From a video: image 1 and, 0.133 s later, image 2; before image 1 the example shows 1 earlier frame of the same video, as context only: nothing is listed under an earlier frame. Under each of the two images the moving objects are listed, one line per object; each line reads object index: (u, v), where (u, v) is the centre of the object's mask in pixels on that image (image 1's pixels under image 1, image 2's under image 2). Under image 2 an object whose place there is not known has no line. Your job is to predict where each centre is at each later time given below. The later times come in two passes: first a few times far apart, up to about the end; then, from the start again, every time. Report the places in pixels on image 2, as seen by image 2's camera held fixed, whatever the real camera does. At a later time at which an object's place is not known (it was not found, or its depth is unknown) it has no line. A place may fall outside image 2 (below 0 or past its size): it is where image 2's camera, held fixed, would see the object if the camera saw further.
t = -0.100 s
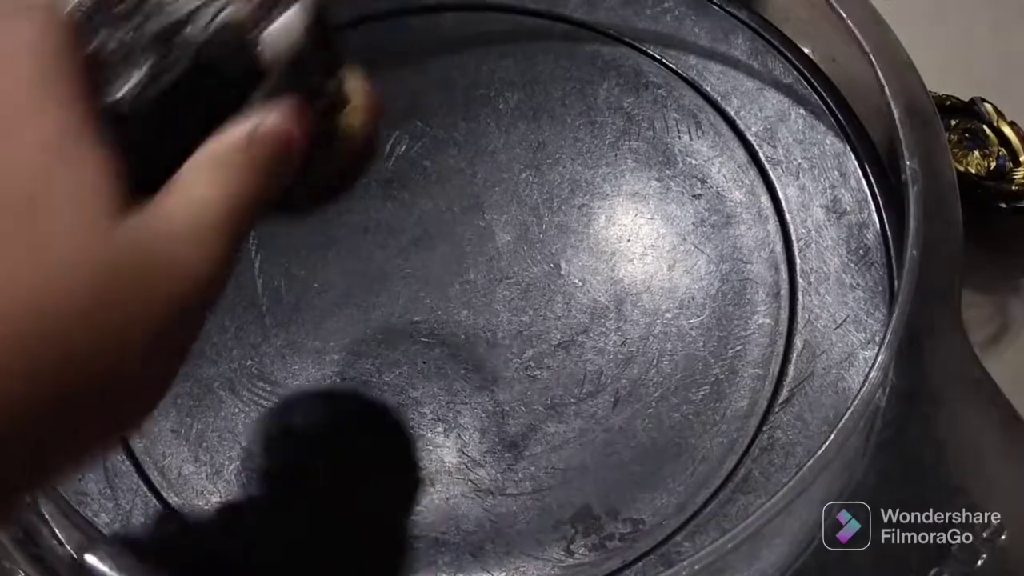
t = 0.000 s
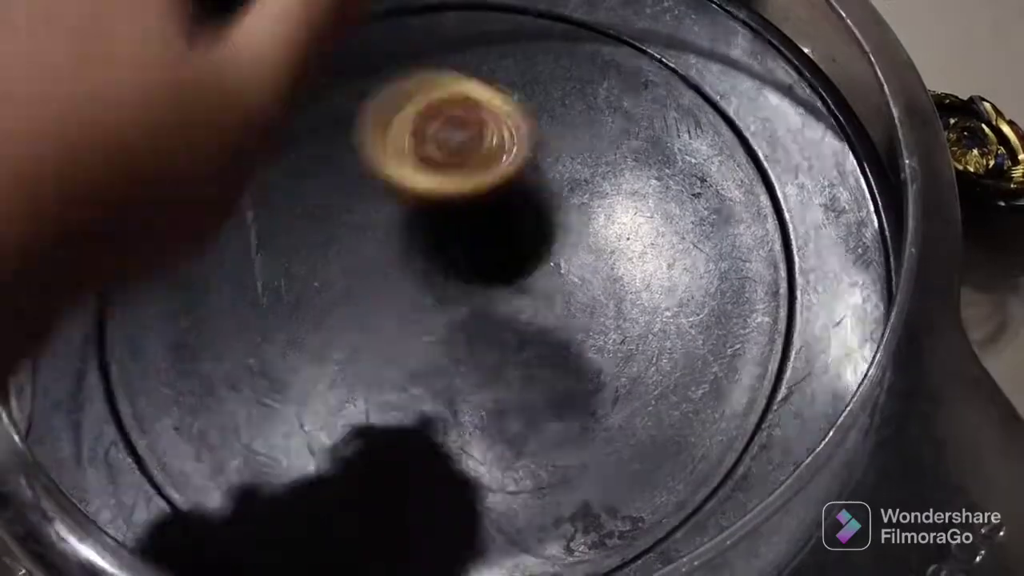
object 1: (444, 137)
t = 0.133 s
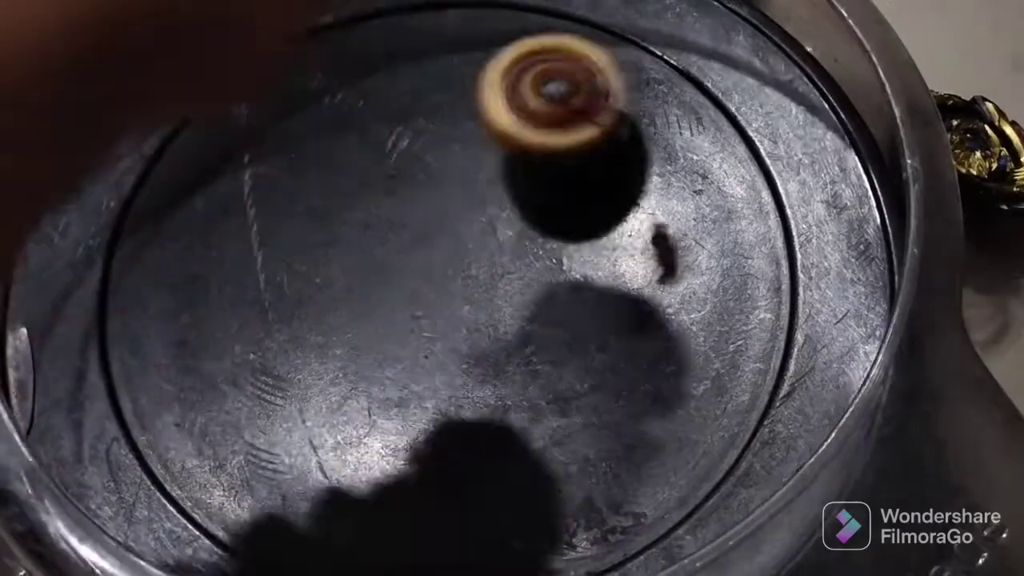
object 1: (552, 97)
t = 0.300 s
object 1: (517, 139)
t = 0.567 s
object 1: (349, 287)
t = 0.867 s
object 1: (532, 262)
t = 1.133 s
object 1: (441, 143)
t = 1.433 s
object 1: (424, 385)
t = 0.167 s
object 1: (562, 98)
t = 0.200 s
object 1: (564, 103)
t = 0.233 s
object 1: (556, 113)
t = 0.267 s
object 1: (541, 124)
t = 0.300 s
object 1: (517, 139)
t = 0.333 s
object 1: (488, 158)
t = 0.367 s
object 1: (455, 176)
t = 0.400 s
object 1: (423, 194)
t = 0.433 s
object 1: (396, 211)
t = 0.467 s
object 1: (373, 229)
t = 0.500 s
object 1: (358, 248)
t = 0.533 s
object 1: (350, 268)
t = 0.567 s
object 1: (349, 287)
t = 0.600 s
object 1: (354, 302)
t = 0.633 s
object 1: (365, 313)
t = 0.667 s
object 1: (383, 319)
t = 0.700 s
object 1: (407, 320)
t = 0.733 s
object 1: (430, 315)
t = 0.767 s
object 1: (453, 305)
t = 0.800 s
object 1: (479, 293)
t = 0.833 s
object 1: (506, 279)
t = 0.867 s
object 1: (532, 262)
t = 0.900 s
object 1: (550, 241)
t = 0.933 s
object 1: (561, 218)
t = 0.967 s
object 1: (561, 195)
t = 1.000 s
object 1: (550, 173)
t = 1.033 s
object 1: (531, 156)
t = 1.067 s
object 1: (505, 144)
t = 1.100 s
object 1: (474, 140)
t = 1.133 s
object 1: (441, 143)
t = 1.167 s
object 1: (411, 155)
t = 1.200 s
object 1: (384, 172)
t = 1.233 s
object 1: (362, 199)
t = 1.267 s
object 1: (348, 231)
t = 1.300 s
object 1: (341, 266)
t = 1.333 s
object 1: (345, 303)
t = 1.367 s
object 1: (360, 336)
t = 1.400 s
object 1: (387, 363)
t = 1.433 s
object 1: (424, 385)
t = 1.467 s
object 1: (469, 398)
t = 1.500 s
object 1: (518, 401)
